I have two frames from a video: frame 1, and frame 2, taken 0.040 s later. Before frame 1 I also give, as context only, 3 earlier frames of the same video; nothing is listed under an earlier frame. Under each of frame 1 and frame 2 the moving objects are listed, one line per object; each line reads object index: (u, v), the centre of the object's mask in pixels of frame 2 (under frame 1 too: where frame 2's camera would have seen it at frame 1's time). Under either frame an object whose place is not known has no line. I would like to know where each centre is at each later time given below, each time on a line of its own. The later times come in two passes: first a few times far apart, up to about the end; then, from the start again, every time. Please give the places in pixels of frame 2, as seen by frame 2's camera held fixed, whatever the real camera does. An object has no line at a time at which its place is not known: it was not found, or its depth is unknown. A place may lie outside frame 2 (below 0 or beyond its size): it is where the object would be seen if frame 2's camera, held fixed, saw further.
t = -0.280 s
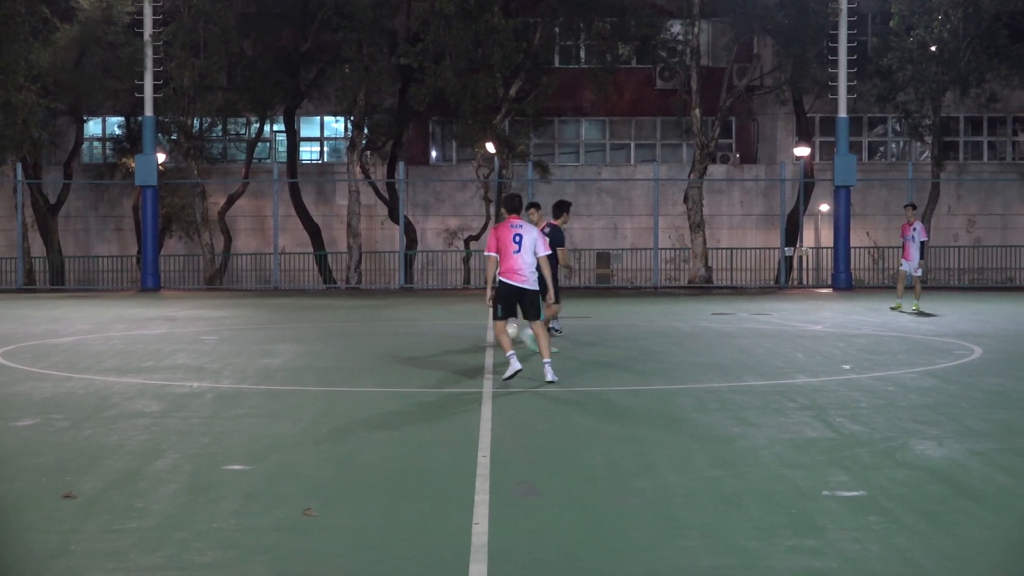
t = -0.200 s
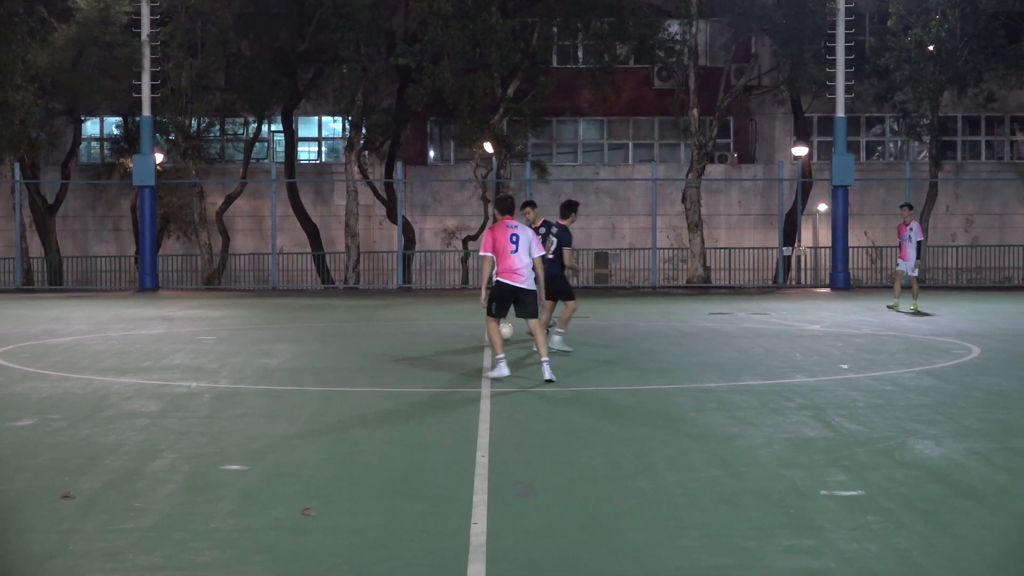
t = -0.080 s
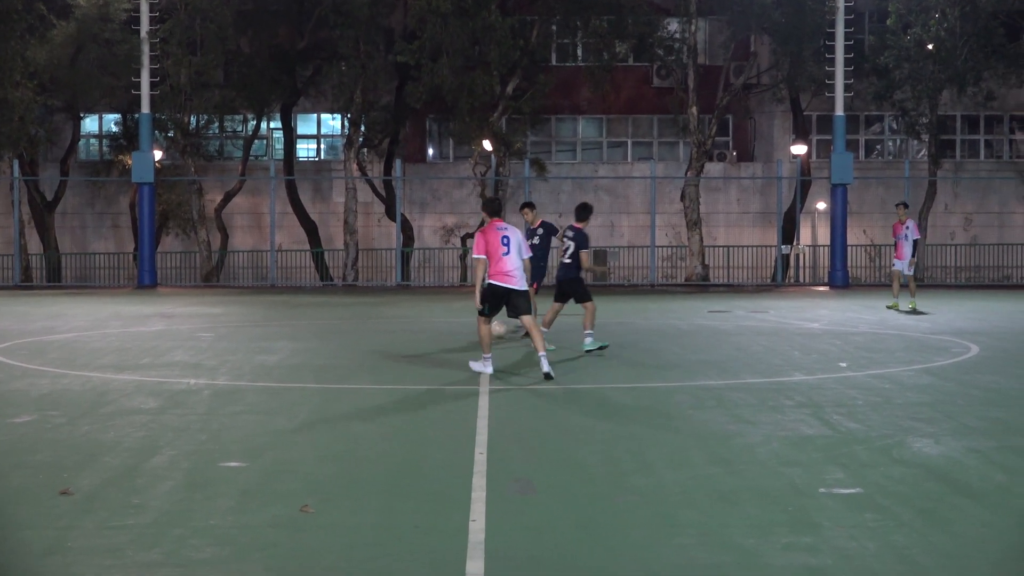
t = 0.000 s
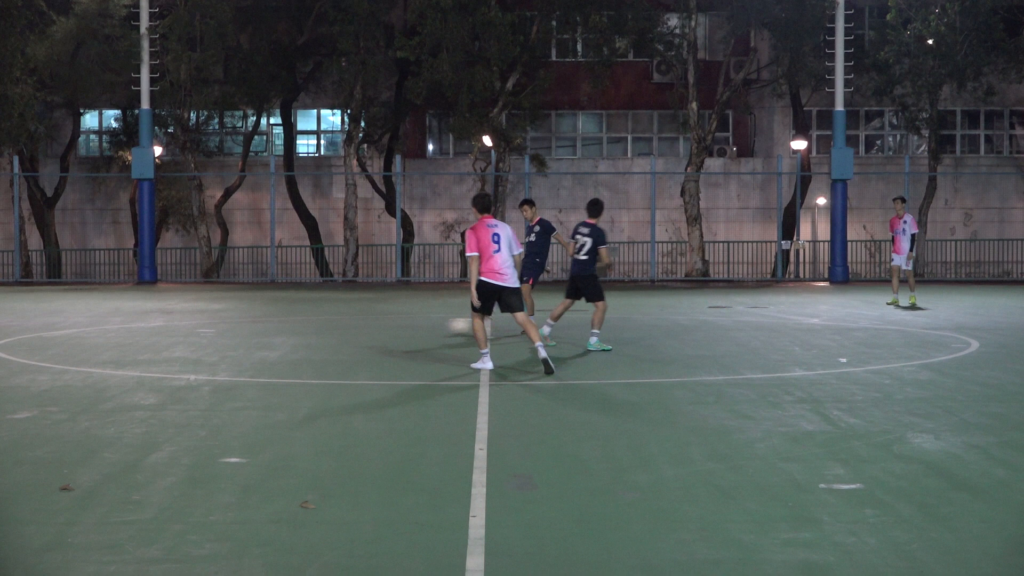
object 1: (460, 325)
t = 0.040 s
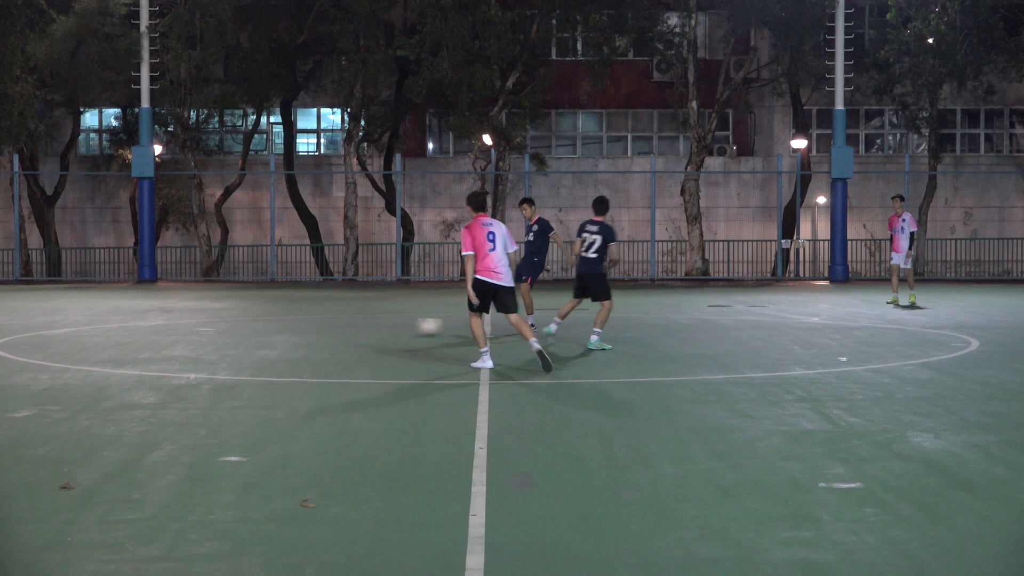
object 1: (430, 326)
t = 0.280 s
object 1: (246, 337)
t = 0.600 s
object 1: (12, 352)
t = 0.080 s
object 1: (398, 328)
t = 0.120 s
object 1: (368, 330)
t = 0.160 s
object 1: (337, 331)
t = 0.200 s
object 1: (307, 333)
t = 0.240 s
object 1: (277, 335)
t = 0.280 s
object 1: (246, 337)
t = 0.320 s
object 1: (215, 339)
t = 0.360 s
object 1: (186, 341)
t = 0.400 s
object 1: (157, 342)
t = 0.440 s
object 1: (127, 345)
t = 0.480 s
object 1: (99, 345)
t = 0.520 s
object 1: (70, 348)
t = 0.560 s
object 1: (40, 350)
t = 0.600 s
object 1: (12, 352)
